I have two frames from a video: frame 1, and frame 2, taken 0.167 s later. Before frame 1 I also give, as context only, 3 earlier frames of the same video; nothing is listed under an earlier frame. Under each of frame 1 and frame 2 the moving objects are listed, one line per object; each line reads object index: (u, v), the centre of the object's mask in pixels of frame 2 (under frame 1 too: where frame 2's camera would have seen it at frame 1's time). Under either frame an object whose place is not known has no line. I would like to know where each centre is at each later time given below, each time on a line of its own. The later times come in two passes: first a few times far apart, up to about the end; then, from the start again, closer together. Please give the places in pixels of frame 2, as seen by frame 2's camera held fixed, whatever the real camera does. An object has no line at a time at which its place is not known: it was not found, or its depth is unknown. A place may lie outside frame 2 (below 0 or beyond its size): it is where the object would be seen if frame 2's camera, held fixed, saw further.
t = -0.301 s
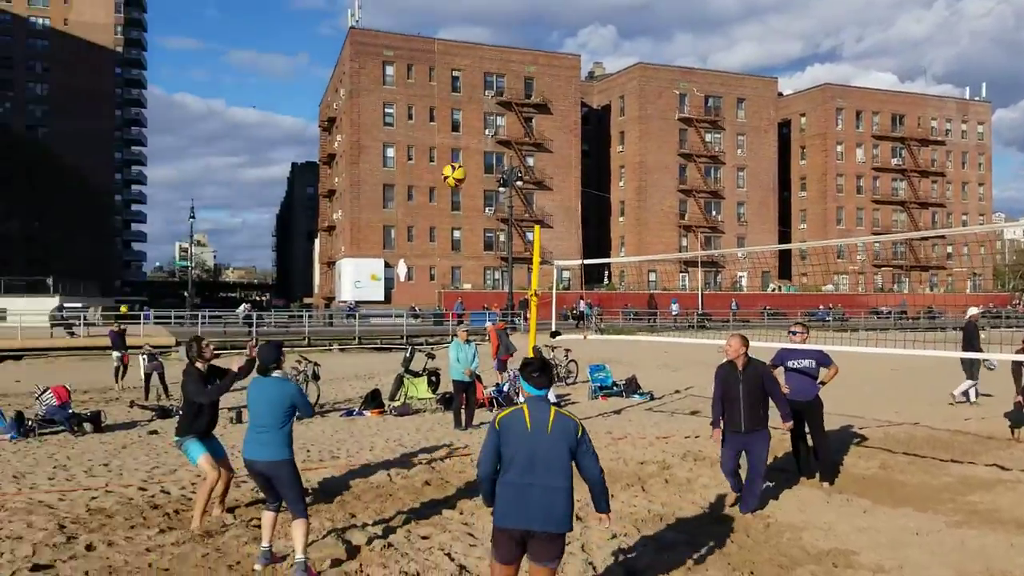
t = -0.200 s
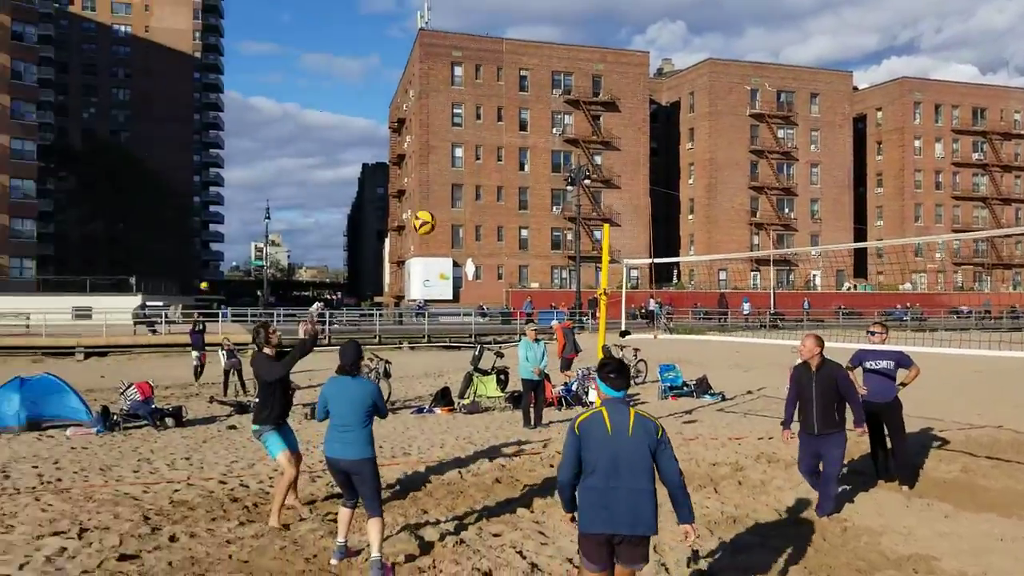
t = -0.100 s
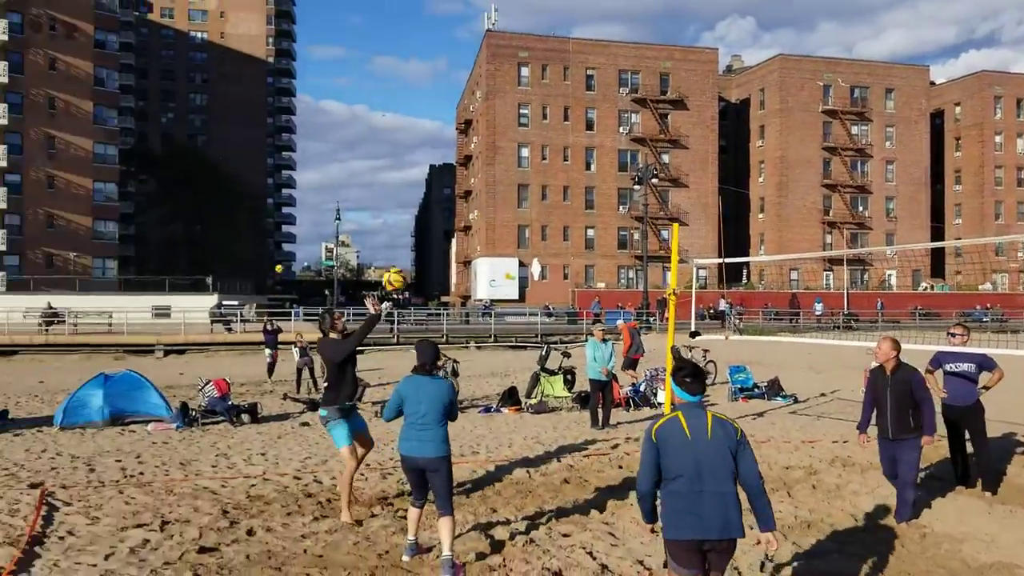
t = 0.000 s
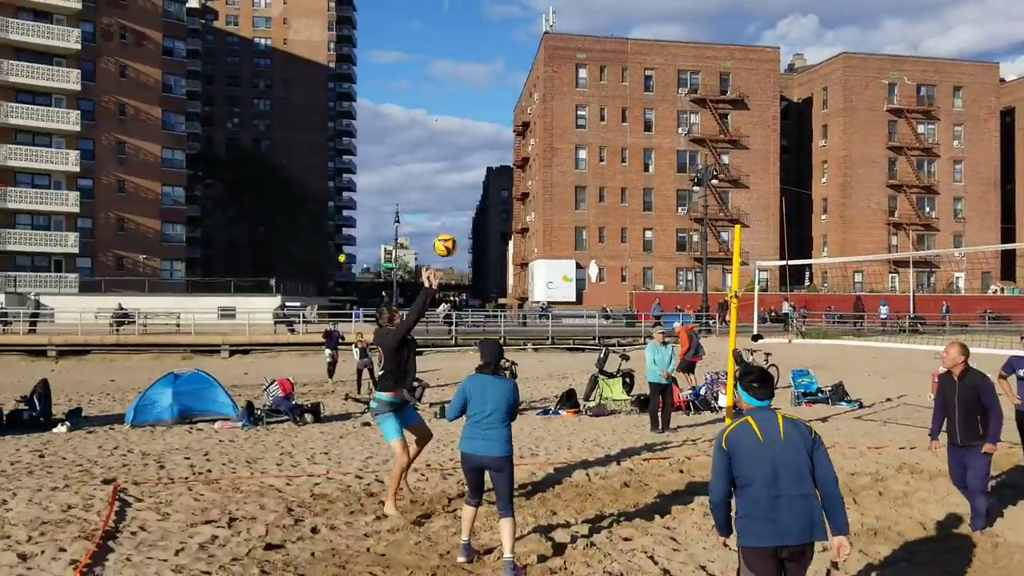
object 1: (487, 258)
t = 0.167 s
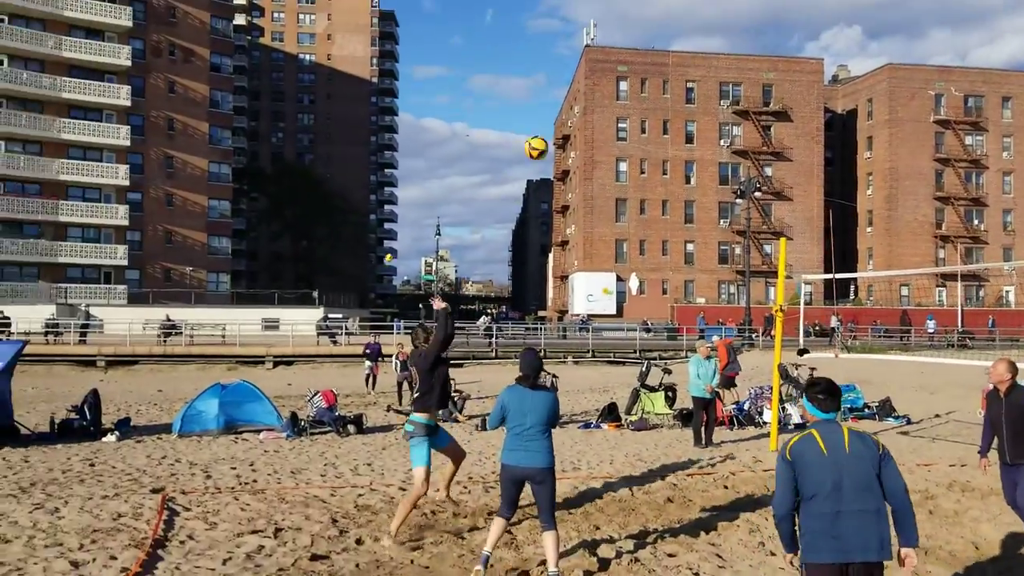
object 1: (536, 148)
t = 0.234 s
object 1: (557, 111)
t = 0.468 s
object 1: (640, 23)
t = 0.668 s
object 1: (713, -2)
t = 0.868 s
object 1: (790, 21)
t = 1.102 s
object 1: (875, 103)
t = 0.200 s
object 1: (546, 129)
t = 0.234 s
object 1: (557, 111)
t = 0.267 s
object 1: (569, 95)
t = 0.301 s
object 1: (580, 79)
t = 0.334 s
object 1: (592, 65)
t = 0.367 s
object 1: (603, 53)
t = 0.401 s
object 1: (616, 42)
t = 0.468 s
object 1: (640, 23)
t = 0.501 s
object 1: (652, 16)
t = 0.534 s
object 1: (664, 10)
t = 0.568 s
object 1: (677, 5)
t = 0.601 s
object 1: (689, 2)
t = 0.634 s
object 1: (701, -1)
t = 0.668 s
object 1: (713, -2)
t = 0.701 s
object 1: (726, -1)
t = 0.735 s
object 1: (739, 1)
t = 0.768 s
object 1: (751, 4)
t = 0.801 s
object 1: (764, 8)
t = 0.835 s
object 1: (777, 14)
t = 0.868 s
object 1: (790, 21)
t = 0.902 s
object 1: (802, 29)
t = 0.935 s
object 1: (815, 39)
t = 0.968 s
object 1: (828, 49)
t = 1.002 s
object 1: (838, 61)
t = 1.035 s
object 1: (852, 74)
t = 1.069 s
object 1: (864, 88)
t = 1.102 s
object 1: (875, 103)
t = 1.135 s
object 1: (889, 121)
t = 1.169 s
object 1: (902, 139)
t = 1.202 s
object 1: (915, 157)
